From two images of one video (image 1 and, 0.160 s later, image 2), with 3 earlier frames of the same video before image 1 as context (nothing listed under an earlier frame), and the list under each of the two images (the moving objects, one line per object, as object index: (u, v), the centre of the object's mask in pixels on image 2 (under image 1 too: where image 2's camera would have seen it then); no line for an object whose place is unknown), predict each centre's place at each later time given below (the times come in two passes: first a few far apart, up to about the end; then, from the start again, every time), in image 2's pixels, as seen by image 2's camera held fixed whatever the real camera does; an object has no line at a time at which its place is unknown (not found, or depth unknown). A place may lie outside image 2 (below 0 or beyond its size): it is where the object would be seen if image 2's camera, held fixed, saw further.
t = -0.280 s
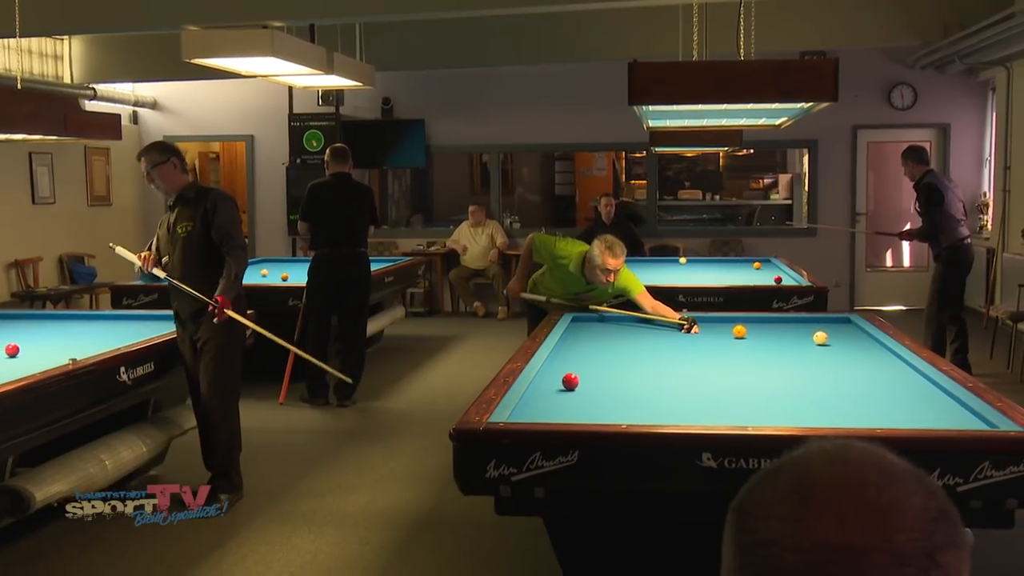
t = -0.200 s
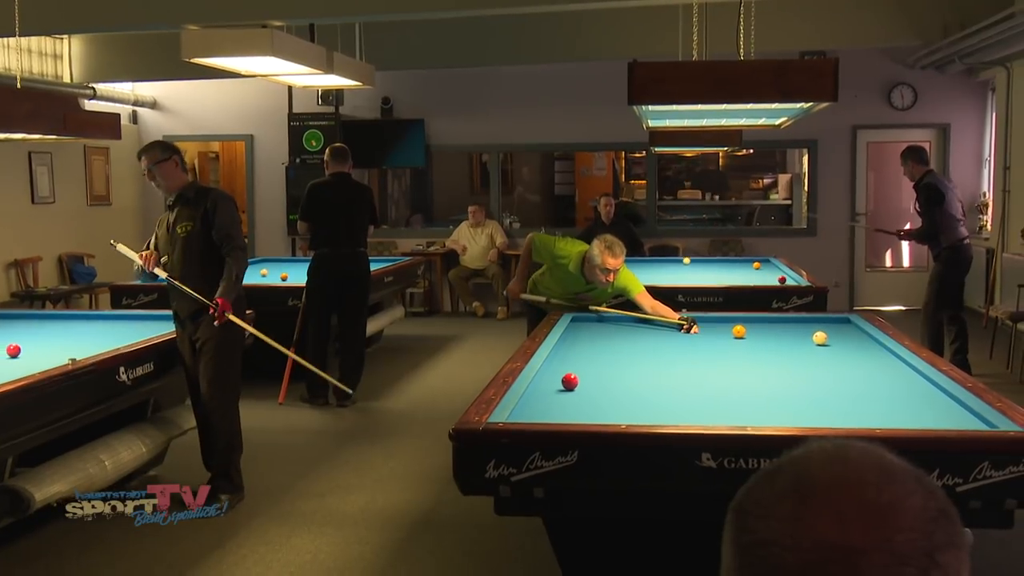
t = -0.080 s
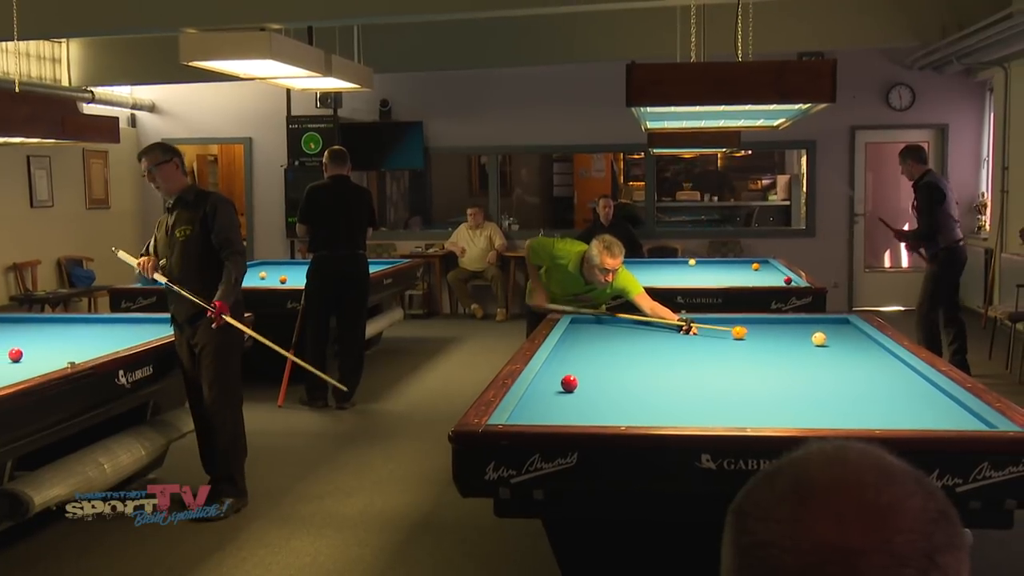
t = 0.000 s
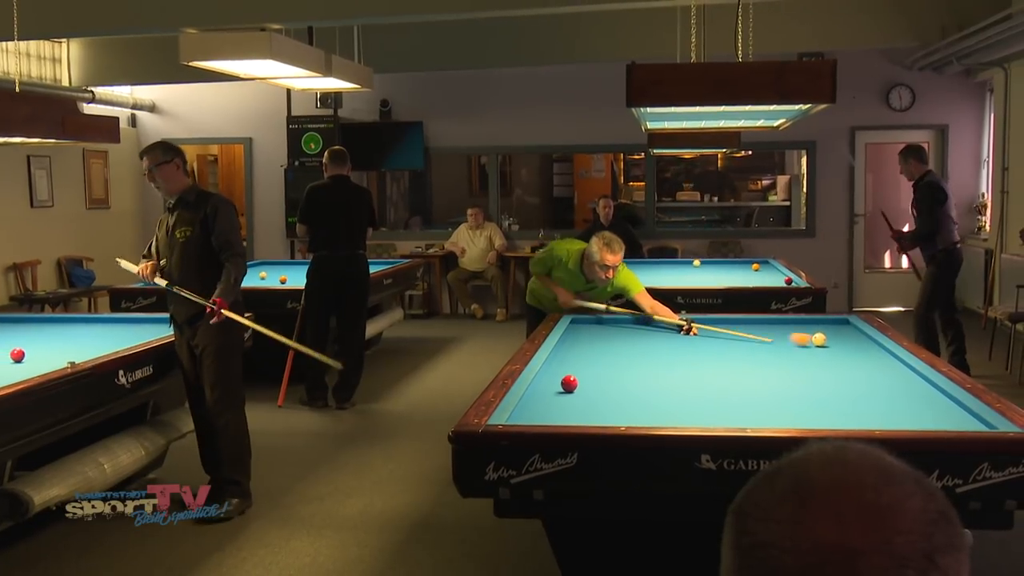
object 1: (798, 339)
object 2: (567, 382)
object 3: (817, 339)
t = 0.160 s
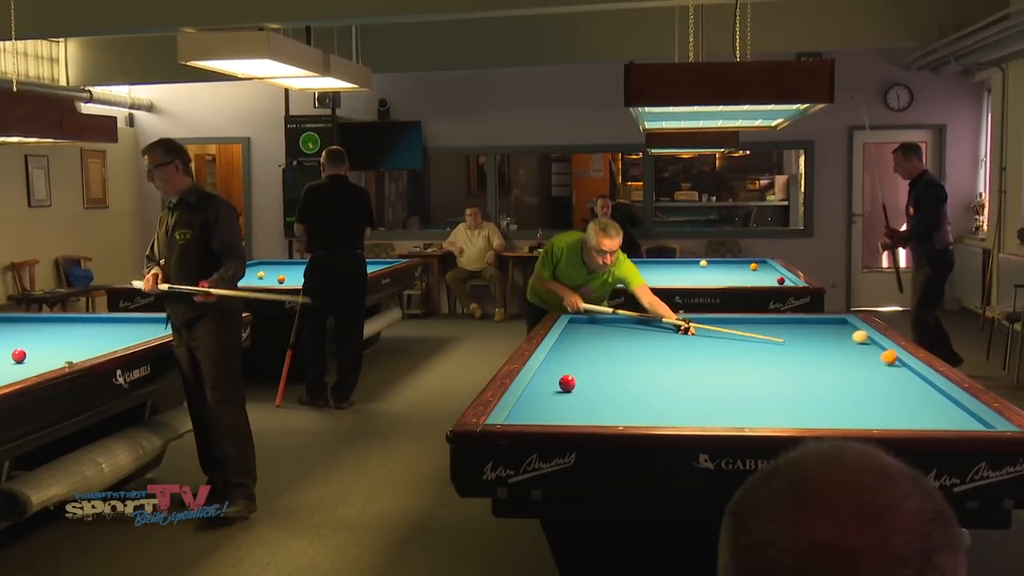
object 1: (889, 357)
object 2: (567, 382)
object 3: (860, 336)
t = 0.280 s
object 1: (855, 371)
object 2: (567, 382)
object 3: (842, 335)
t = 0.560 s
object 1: (784, 411)
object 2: (567, 382)
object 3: (799, 334)
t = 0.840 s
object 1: (656, 400)
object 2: (567, 382)
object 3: (759, 333)
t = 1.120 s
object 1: (585, 374)
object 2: (545, 382)
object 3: (721, 331)
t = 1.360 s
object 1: (574, 360)
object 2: (599, 383)
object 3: (689, 330)
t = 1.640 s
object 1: (560, 345)
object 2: (660, 384)
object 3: (654, 329)
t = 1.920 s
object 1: (577, 334)
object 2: (719, 384)
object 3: (621, 328)
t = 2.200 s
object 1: (576, 324)
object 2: (779, 385)
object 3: (605, 326)
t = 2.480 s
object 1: (593, 320)
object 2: (838, 386)
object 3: (612, 323)
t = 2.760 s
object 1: (602, 323)
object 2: (897, 386)
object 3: (637, 322)
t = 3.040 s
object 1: (602, 326)
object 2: (915, 387)
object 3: (667, 321)
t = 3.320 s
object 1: (602, 329)
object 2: (883, 387)
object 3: (695, 319)
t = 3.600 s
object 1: (601, 332)
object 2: (852, 387)
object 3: (721, 319)
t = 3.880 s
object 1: (600, 335)
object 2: (822, 387)
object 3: (744, 320)
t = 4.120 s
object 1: (600, 338)
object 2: (798, 387)
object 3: (764, 320)
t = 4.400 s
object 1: (599, 341)
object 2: (770, 387)
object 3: (786, 321)
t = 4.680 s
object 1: (598, 344)
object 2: (743, 387)
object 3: (808, 322)
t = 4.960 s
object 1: (597, 347)
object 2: (718, 387)
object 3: (830, 322)
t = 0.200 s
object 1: (878, 361)
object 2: (567, 382)
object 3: (858, 336)
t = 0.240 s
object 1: (866, 366)
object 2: (567, 382)
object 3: (850, 335)
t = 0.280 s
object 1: (855, 371)
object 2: (567, 382)
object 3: (842, 335)
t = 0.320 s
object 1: (844, 376)
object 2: (567, 382)
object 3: (836, 335)
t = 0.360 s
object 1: (833, 381)
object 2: (567, 382)
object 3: (830, 335)
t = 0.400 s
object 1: (823, 387)
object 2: (567, 382)
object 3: (824, 334)
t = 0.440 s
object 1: (813, 392)
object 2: (567, 382)
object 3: (818, 334)
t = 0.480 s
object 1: (803, 398)
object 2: (567, 382)
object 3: (811, 334)
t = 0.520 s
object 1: (794, 405)
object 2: (567, 382)
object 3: (806, 334)
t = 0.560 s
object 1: (784, 411)
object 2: (567, 382)
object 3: (799, 334)
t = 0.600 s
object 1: (774, 417)
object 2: (567, 382)
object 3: (794, 334)
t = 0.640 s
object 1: (764, 421)
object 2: (567, 382)
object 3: (788, 333)
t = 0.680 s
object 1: (741, 419)
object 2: (567, 382)
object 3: (782, 333)
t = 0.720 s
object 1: (718, 415)
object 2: (567, 382)
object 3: (777, 333)
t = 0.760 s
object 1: (696, 410)
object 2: (567, 382)
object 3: (771, 333)
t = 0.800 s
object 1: (675, 405)
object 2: (567, 382)
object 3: (765, 333)
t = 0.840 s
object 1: (656, 400)
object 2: (567, 382)
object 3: (759, 333)
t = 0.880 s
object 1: (637, 395)
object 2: (567, 382)
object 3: (754, 332)
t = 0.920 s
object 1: (619, 391)
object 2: (567, 382)
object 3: (748, 332)
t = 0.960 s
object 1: (602, 387)
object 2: (567, 382)
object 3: (743, 332)
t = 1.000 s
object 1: (586, 383)
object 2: (567, 382)
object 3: (737, 332)
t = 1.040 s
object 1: (585, 380)
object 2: (553, 382)
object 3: (732, 332)
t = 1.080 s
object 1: (585, 377)
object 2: (538, 382)
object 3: (726, 332)
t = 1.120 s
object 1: (585, 374)
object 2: (545, 382)
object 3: (721, 331)
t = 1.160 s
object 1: (584, 371)
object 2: (555, 382)
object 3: (715, 331)
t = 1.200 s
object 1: (582, 369)
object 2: (565, 382)
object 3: (710, 331)
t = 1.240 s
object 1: (580, 367)
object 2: (574, 382)
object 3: (705, 331)
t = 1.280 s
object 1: (578, 364)
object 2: (582, 382)
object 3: (700, 330)
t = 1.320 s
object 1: (576, 362)
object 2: (591, 383)
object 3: (695, 330)
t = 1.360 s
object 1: (574, 360)
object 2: (599, 383)
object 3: (689, 330)
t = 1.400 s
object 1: (572, 357)
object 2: (608, 383)
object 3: (684, 330)
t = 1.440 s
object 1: (570, 355)
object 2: (617, 383)
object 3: (679, 330)
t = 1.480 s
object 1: (568, 353)
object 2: (625, 383)
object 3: (674, 330)
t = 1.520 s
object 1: (566, 351)
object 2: (634, 383)
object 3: (669, 329)
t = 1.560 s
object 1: (564, 349)
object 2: (642, 383)
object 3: (664, 329)
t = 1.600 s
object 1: (562, 347)
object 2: (651, 384)
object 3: (659, 329)
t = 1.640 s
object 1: (560, 345)
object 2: (660, 384)
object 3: (654, 329)
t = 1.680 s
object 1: (561, 344)
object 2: (668, 384)
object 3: (649, 329)
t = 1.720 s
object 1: (564, 342)
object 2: (676, 384)
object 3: (644, 328)
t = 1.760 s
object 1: (567, 340)
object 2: (685, 384)
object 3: (640, 328)
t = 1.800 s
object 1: (569, 339)
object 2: (693, 384)
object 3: (635, 328)
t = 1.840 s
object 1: (572, 337)
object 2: (702, 384)
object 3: (630, 328)
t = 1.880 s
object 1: (574, 335)
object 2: (711, 384)
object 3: (625, 328)
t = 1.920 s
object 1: (577, 334)
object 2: (719, 384)
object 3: (621, 328)
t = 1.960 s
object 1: (579, 332)
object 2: (728, 384)
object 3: (616, 327)
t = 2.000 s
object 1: (581, 331)
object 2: (736, 384)
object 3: (611, 327)
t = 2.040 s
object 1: (584, 329)
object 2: (745, 384)
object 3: (607, 327)
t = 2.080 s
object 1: (586, 328)
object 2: (753, 384)
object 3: (602, 327)
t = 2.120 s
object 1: (585, 326)
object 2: (762, 385)
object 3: (600, 326)
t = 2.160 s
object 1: (580, 325)
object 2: (770, 385)
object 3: (603, 326)
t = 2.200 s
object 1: (576, 324)
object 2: (779, 385)
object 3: (605, 326)
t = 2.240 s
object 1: (573, 323)
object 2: (787, 385)
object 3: (607, 325)
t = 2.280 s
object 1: (576, 322)
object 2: (796, 385)
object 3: (608, 325)
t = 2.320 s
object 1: (579, 321)
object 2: (804, 385)
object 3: (609, 325)
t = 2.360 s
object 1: (582, 320)
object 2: (812, 385)
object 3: (610, 324)
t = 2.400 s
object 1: (585, 319)
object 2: (821, 385)
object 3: (610, 324)
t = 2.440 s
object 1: (589, 319)
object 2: (830, 386)
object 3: (612, 324)
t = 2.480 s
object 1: (593, 320)
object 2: (838, 386)
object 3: (612, 323)
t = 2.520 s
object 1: (597, 320)
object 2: (846, 386)
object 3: (613, 323)
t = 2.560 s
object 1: (601, 321)
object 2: (855, 386)
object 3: (614, 322)
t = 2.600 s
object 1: (603, 321)
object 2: (863, 386)
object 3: (617, 322)
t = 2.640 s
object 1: (603, 322)
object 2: (872, 386)
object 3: (623, 322)
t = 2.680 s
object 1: (602, 323)
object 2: (880, 386)
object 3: (628, 322)
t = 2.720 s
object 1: (602, 323)
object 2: (888, 386)
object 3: (633, 322)
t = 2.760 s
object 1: (602, 323)
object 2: (897, 386)
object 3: (637, 322)
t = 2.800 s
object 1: (602, 324)
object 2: (905, 386)
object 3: (641, 321)
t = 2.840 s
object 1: (602, 324)
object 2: (913, 387)
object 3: (645, 321)
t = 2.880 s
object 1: (602, 325)
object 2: (922, 387)
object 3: (650, 321)
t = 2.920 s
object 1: (602, 325)
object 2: (930, 387)
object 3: (654, 321)
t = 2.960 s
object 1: (602, 325)
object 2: (926, 387)
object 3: (658, 321)
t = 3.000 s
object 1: (603, 325)
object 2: (920, 387)
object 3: (662, 321)
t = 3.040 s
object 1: (602, 326)
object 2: (915, 387)
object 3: (667, 321)
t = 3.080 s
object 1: (602, 327)
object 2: (911, 387)
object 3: (671, 320)
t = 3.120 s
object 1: (602, 327)
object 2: (906, 387)
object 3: (675, 320)
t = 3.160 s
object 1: (602, 327)
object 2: (901, 387)
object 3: (679, 320)
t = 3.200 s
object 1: (602, 328)
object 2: (897, 387)
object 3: (683, 320)
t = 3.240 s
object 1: (602, 328)
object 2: (892, 387)
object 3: (687, 319)
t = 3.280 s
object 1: (602, 328)
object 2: (887, 387)
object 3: (691, 319)
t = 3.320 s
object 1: (602, 329)
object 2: (883, 387)
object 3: (695, 319)
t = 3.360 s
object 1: (602, 330)
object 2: (879, 387)
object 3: (699, 319)
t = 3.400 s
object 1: (602, 330)
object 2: (874, 387)
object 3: (703, 319)
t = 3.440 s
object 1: (602, 330)
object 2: (870, 387)
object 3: (707, 319)
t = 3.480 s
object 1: (601, 331)
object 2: (865, 387)
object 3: (711, 319)
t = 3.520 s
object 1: (601, 331)
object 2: (861, 387)
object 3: (714, 319)
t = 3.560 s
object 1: (601, 332)
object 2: (857, 387)
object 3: (717, 319)
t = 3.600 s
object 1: (601, 332)
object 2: (852, 387)
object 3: (721, 319)
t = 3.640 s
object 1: (601, 333)
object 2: (848, 387)
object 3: (724, 319)
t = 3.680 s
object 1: (601, 333)
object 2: (843, 387)
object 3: (727, 319)
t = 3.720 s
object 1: (601, 333)
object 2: (839, 387)
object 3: (731, 319)
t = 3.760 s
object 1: (601, 334)
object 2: (835, 387)
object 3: (734, 319)
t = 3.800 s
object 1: (601, 334)
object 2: (830, 387)
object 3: (737, 320)
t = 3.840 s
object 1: (600, 335)
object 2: (826, 387)
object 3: (741, 320)
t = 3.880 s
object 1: (600, 335)
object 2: (822, 387)
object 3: (744, 320)
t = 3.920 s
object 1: (600, 336)
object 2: (818, 387)
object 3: (748, 320)
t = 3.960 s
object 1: (600, 336)
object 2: (814, 387)
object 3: (751, 320)
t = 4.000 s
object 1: (600, 337)
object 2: (810, 387)
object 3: (754, 320)
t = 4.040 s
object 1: (600, 337)
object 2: (806, 387)
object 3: (757, 320)
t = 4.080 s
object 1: (600, 338)
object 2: (802, 387)
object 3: (761, 320)
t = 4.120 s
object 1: (600, 338)
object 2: (798, 387)
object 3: (764, 320)
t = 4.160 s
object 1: (600, 338)
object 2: (794, 387)
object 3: (767, 320)
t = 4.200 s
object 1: (600, 339)
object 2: (790, 387)
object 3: (771, 320)
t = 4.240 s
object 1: (600, 339)
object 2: (786, 387)
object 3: (774, 321)
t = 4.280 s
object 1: (600, 340)
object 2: (782, 387)
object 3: (777, 321)
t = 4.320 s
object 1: (599, 340)
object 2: (778, 387)
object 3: (780, 321)
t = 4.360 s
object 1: (599, 341)
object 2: (774, 387)
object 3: (783, 321)
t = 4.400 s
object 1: (599, 341)
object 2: (770, 387)
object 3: (786, 321)
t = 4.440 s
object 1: (599, 341)
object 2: (766, 387)
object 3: (790, 321)
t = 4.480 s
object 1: (599, 342)
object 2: (762, 388)
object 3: (793, 321)
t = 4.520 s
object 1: (599, 342)
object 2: (758, 388)
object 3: (796, 321)
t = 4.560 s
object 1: (598, 343)
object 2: (755, 387)
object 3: (799, 322)
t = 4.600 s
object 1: (598, 343)
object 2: (751, 387)
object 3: (802, 322)
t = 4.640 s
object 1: (598, 344)
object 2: (747, 387)
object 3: (805, 322)
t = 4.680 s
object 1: (598, 344)
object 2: (743, 387)
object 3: (808, 322)
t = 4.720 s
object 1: (598, 344)
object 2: (740, 387)
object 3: (811, 322)
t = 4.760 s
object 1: (598, 345)
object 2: (736, 387)
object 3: (814, 322)
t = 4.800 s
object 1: (598, 345)
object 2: (732, 387)
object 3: (817, 322)
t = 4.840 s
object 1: (597, 346)
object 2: (729, 387)
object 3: (821, 322)
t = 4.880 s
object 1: (597, 346)
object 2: (725, 387)
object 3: (824, 322)
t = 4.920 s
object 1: (597, 346)
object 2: (722, 387)
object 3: (827, 322)
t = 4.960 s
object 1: (597, 347)
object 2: (718, 387)
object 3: (830, 322)
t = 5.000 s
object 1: (597, 347)
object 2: (715, 387)
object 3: (833, 322)
